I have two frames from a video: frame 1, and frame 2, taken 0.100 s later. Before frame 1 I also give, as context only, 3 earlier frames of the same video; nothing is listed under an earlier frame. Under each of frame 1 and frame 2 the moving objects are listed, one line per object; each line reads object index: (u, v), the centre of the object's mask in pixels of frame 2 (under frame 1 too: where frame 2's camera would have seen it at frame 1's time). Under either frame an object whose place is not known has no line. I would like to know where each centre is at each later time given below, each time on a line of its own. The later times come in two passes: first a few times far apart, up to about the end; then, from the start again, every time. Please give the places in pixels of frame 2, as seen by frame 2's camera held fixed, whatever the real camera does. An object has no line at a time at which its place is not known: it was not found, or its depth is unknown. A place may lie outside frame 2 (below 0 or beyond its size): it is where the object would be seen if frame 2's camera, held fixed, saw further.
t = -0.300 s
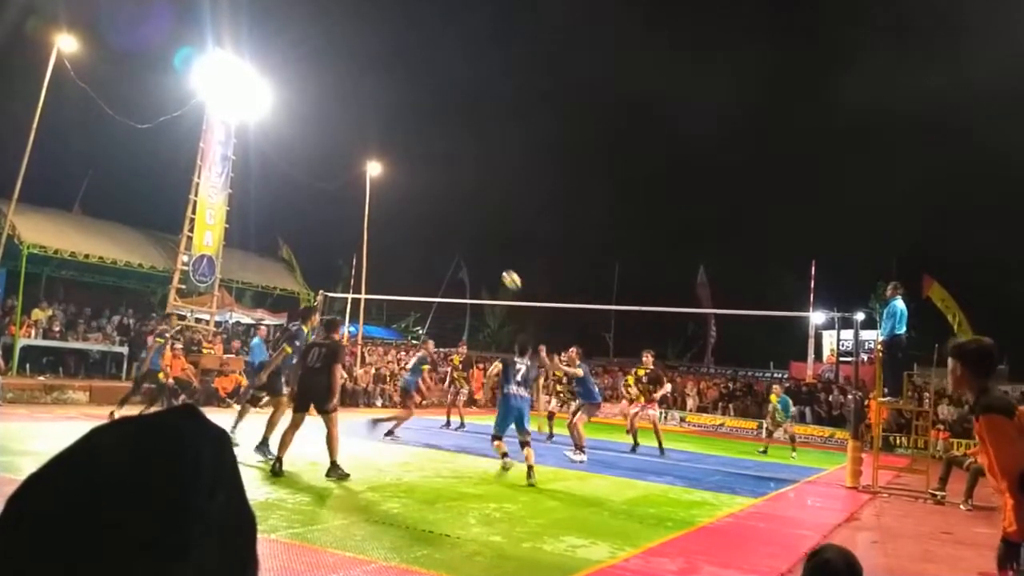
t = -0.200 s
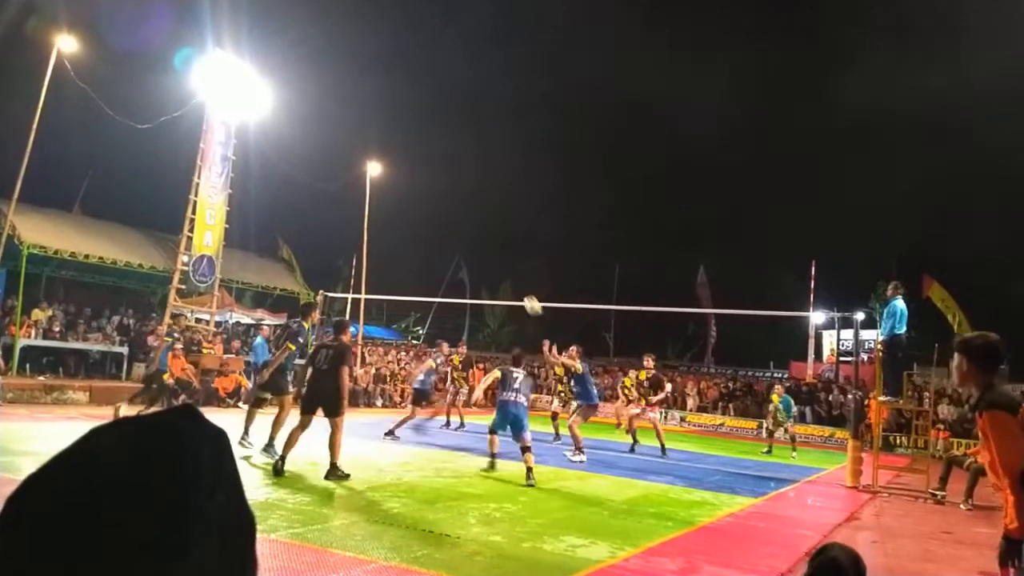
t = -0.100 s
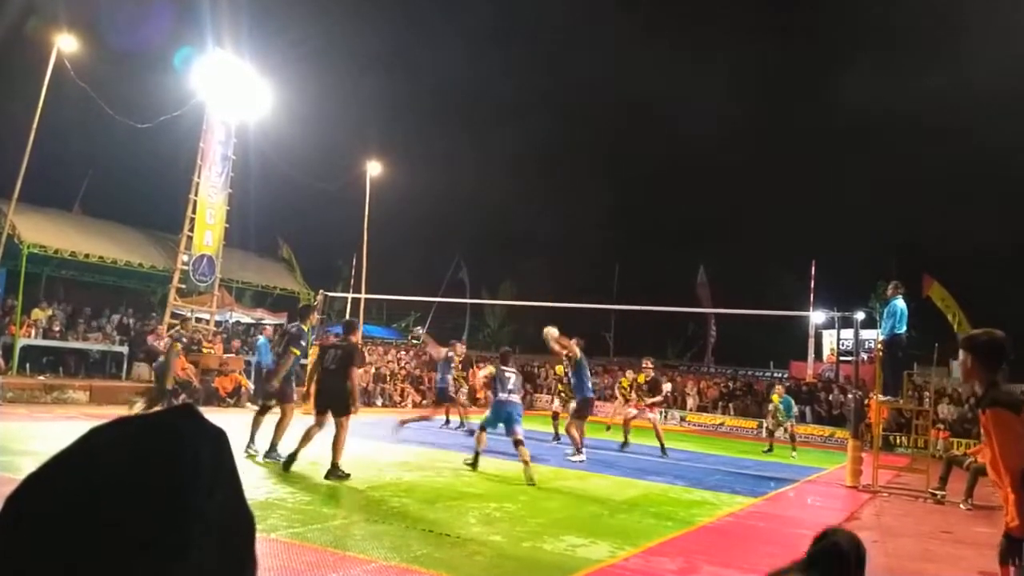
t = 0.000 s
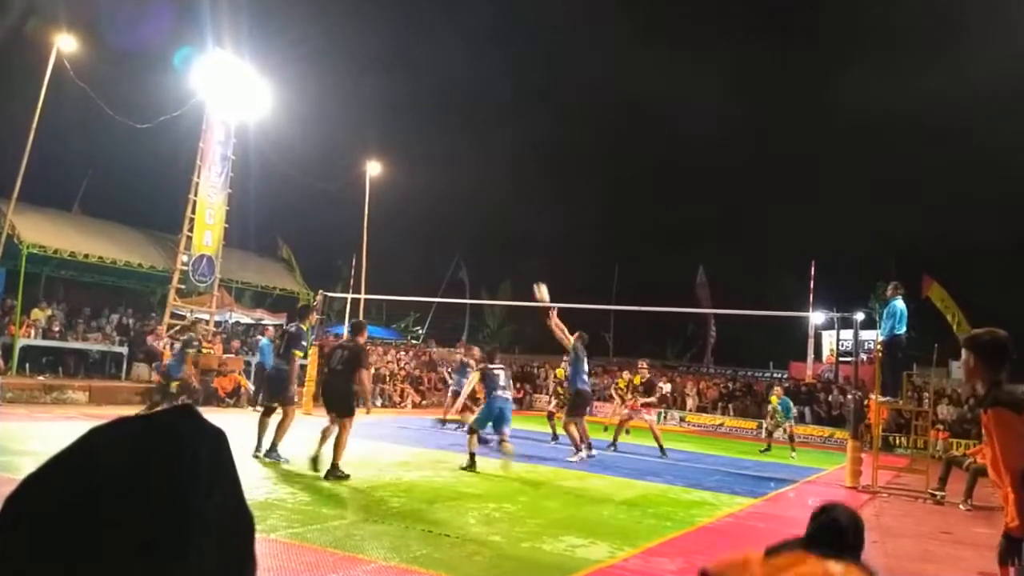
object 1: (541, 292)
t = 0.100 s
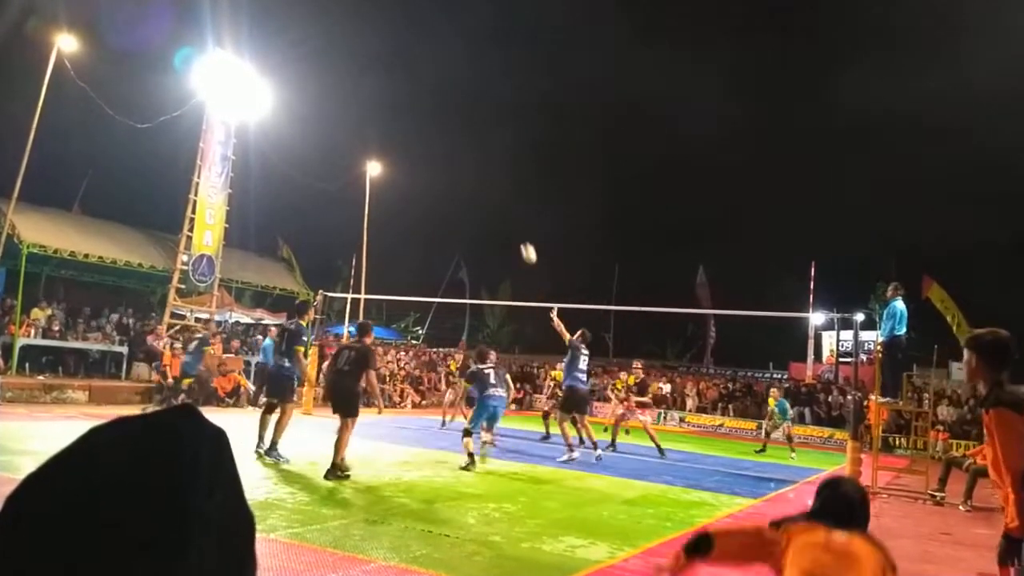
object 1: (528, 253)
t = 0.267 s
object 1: (507, 203)
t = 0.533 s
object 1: (475, 163)
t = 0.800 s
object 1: (444, 166)
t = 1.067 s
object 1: (411, 206)
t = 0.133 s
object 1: (524, 241)
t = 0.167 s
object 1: (520, 230)
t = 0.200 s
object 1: (515, 220)
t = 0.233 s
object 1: (511, 212)
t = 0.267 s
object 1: (507, 203)
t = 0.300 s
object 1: (503, 195)
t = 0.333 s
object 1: (499, 189)
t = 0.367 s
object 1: (495, 183)
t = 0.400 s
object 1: (491, 177)
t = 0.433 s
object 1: (487, 173)
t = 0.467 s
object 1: (483, 169)
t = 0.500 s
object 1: (479, 166)
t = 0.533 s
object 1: (475, 163)
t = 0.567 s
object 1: (471, 161)
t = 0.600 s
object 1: (468, 160)
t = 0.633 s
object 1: (464, 159)
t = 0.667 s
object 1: (460, 160)
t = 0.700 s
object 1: (456, 160)
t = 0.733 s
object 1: (452, 161)
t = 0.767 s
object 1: (448, 163)
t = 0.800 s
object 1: (444, 166)
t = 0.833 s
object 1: (440, 169)
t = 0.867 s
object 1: (436, 173)
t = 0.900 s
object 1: (432, 177)
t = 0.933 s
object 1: (427, 182)
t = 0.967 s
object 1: (423, 187)
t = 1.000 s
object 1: (419, 193)
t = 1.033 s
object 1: (415, 200)
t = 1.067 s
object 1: (411, 206)
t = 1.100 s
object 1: (407, 214)
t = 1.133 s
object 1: (403, 222)
